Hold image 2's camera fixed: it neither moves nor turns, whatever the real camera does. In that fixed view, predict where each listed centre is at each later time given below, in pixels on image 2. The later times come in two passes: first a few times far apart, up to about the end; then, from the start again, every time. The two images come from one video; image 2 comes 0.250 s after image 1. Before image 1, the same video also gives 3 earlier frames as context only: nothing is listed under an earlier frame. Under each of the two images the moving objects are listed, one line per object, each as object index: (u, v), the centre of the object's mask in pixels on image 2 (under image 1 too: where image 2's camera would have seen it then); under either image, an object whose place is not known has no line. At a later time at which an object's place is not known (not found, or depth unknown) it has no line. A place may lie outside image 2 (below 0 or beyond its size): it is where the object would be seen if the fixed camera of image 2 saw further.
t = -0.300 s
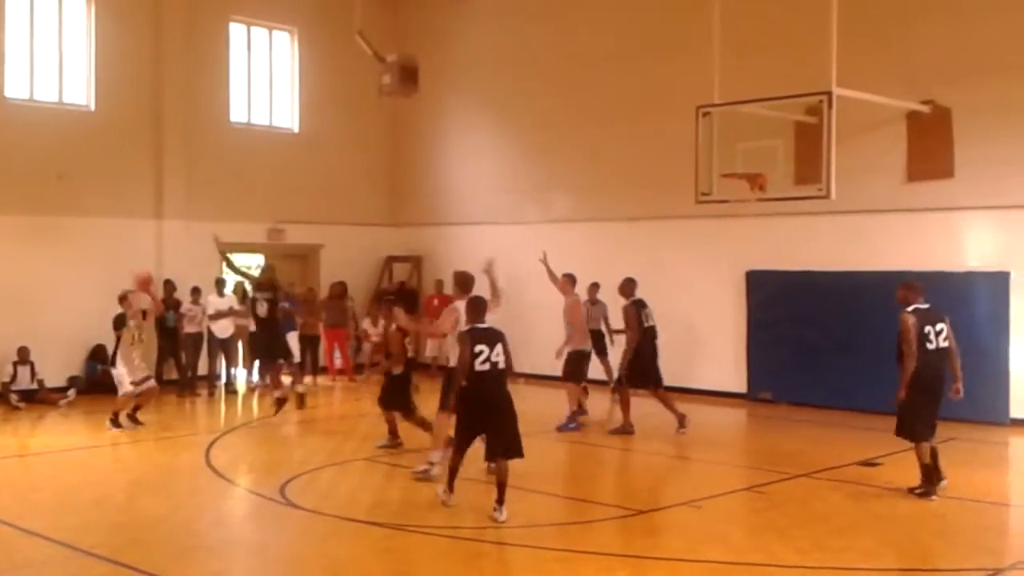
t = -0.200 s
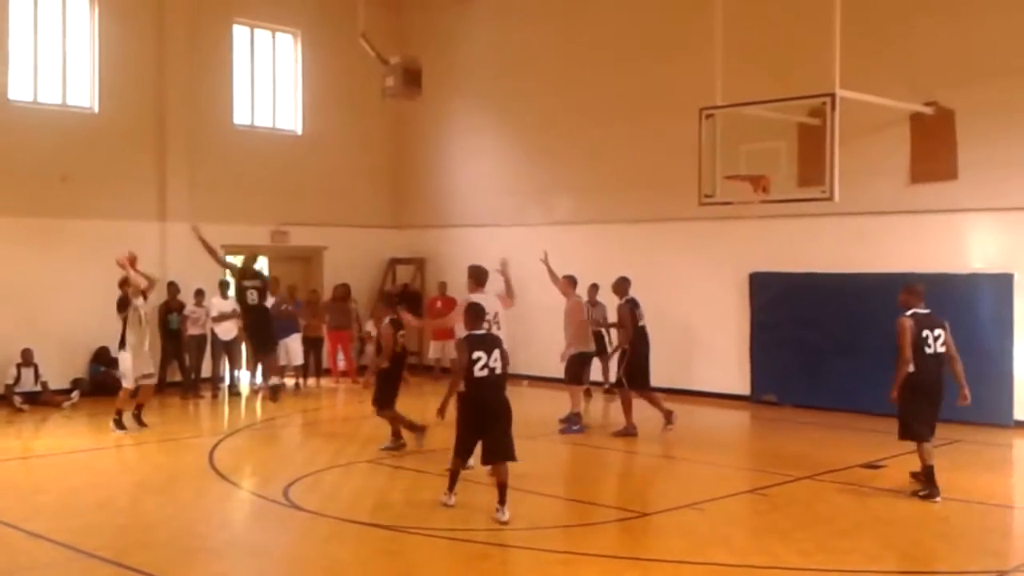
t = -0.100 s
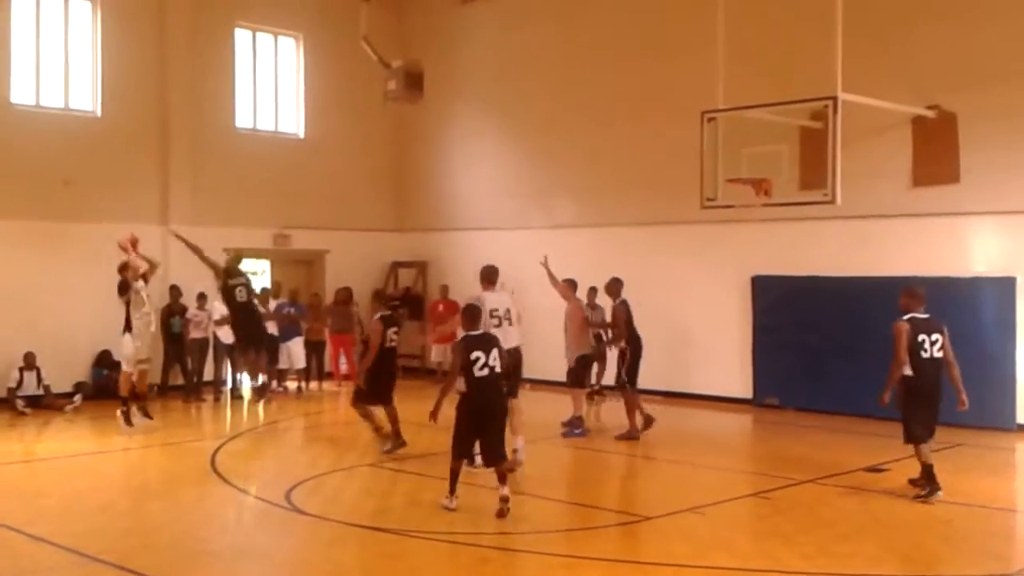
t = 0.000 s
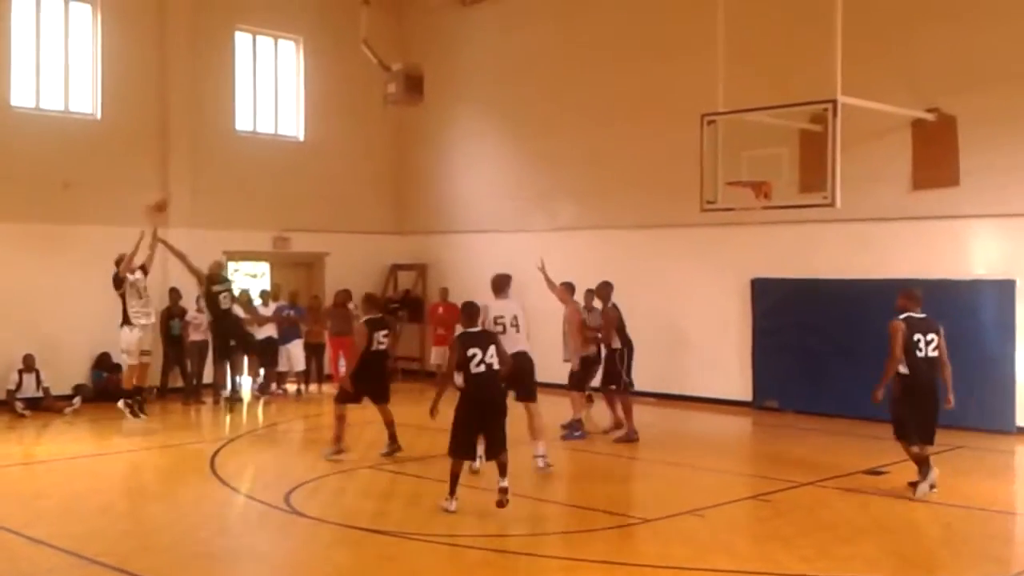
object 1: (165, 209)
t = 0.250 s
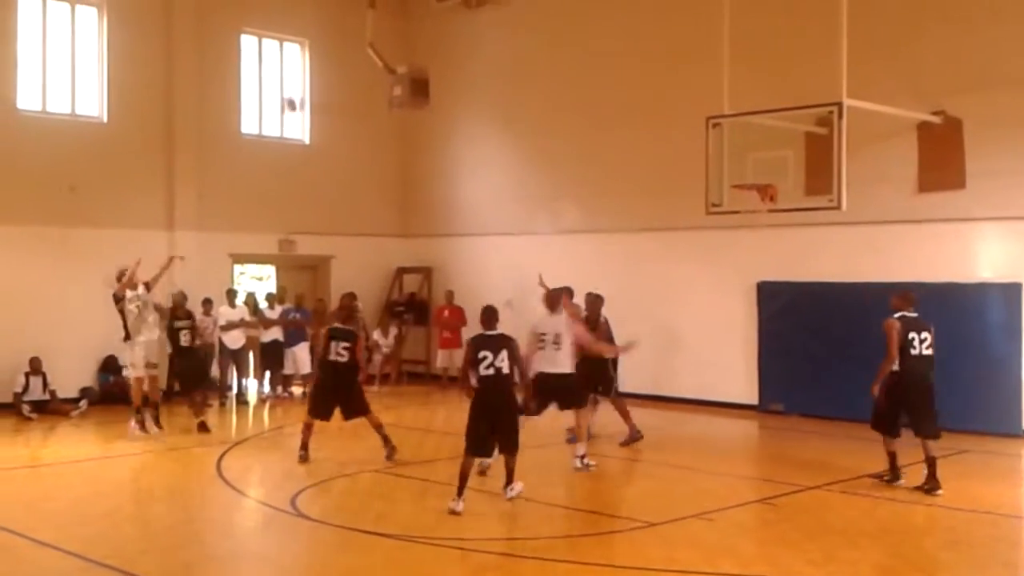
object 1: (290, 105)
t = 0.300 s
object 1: (319, 92)
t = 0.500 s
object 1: (417, 52)
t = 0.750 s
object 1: (541, 52)
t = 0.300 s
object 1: (319, 92)
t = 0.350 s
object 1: (343, 77)
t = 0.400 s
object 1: (367, 68)
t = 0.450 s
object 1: (392, 60)
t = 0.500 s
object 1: (417, 52)
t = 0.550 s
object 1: (441, 48)
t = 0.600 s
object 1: (467, 46)
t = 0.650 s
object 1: (493, 47)
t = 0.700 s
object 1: (518, 48)
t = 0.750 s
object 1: (541, 52)
